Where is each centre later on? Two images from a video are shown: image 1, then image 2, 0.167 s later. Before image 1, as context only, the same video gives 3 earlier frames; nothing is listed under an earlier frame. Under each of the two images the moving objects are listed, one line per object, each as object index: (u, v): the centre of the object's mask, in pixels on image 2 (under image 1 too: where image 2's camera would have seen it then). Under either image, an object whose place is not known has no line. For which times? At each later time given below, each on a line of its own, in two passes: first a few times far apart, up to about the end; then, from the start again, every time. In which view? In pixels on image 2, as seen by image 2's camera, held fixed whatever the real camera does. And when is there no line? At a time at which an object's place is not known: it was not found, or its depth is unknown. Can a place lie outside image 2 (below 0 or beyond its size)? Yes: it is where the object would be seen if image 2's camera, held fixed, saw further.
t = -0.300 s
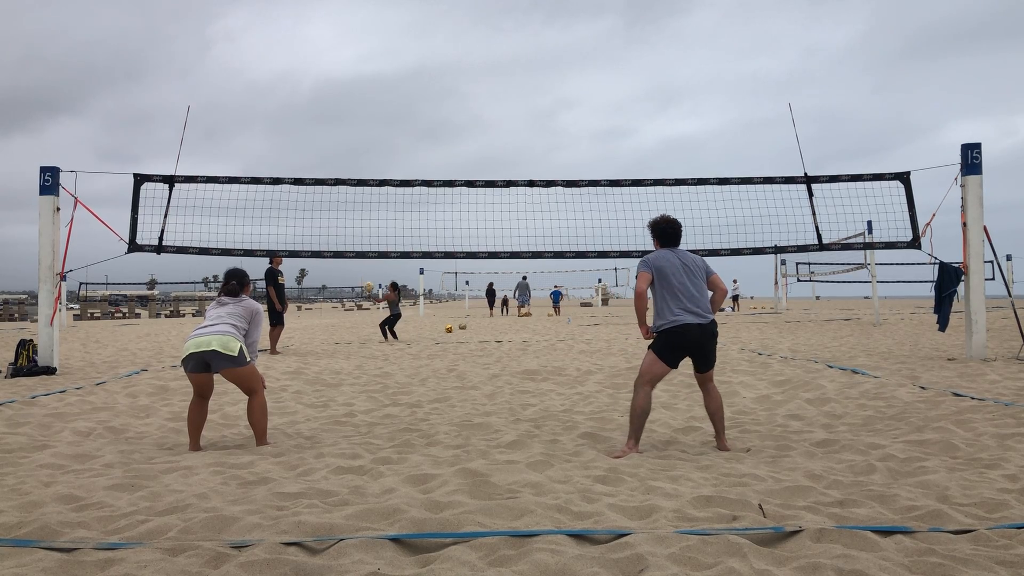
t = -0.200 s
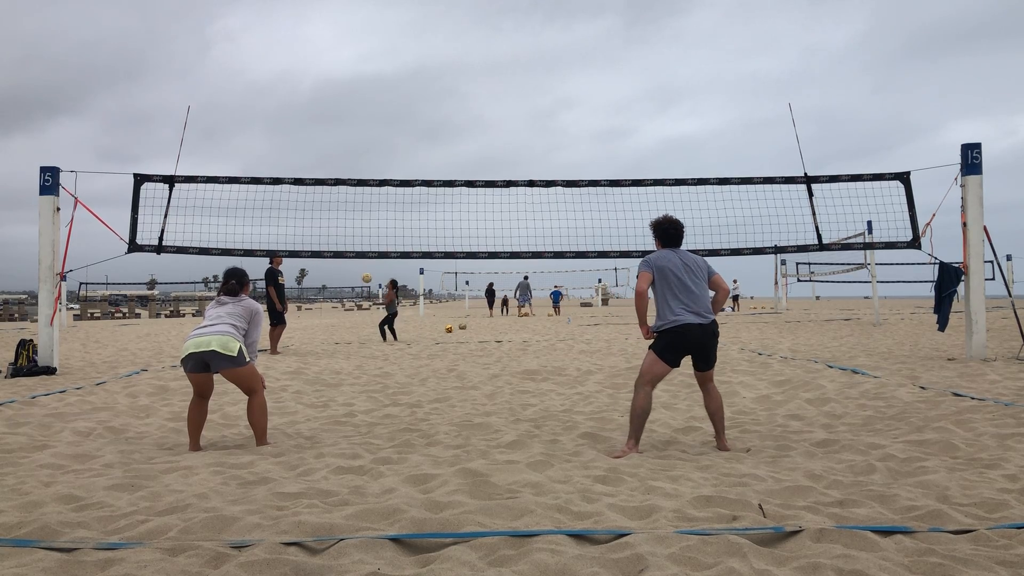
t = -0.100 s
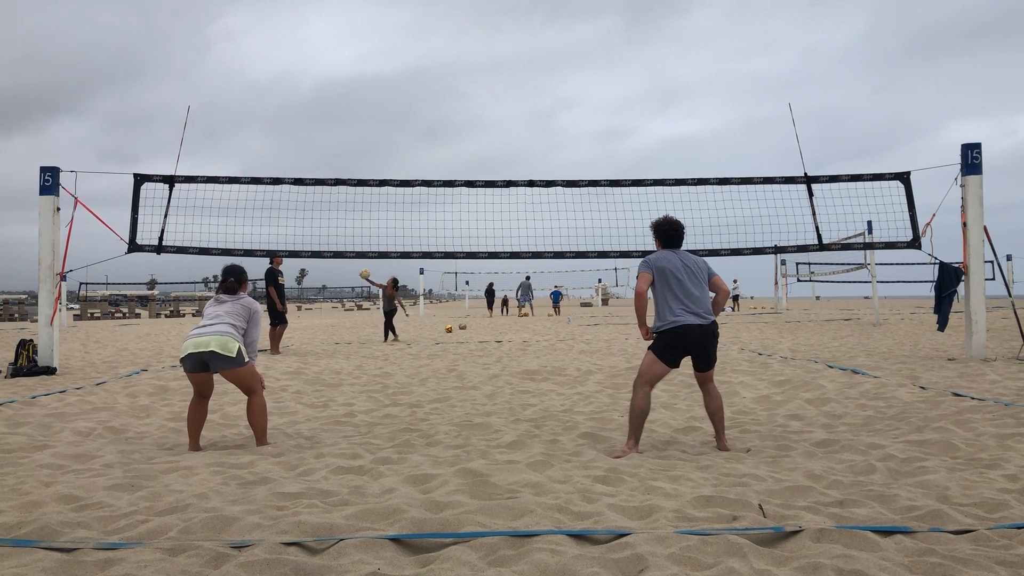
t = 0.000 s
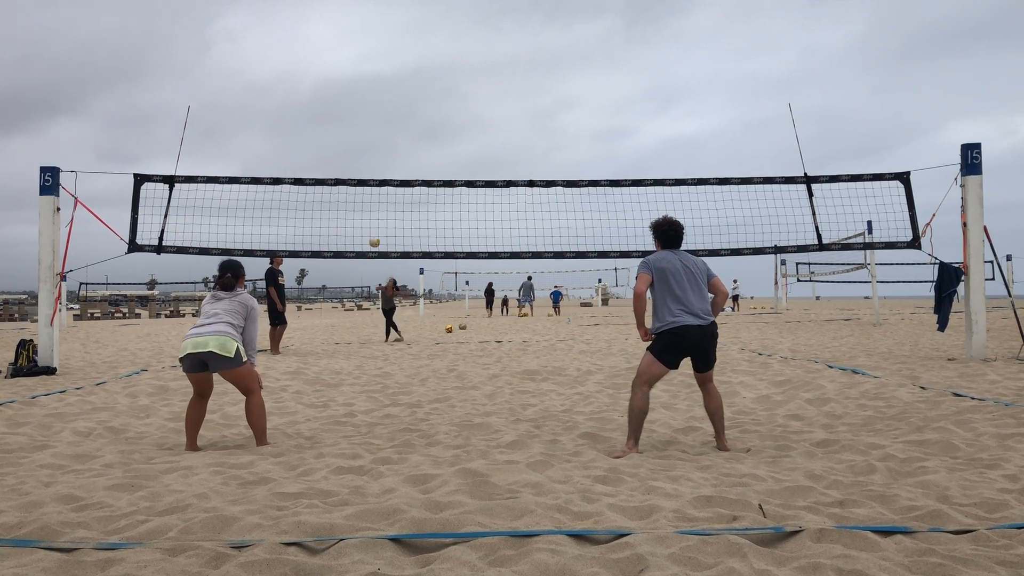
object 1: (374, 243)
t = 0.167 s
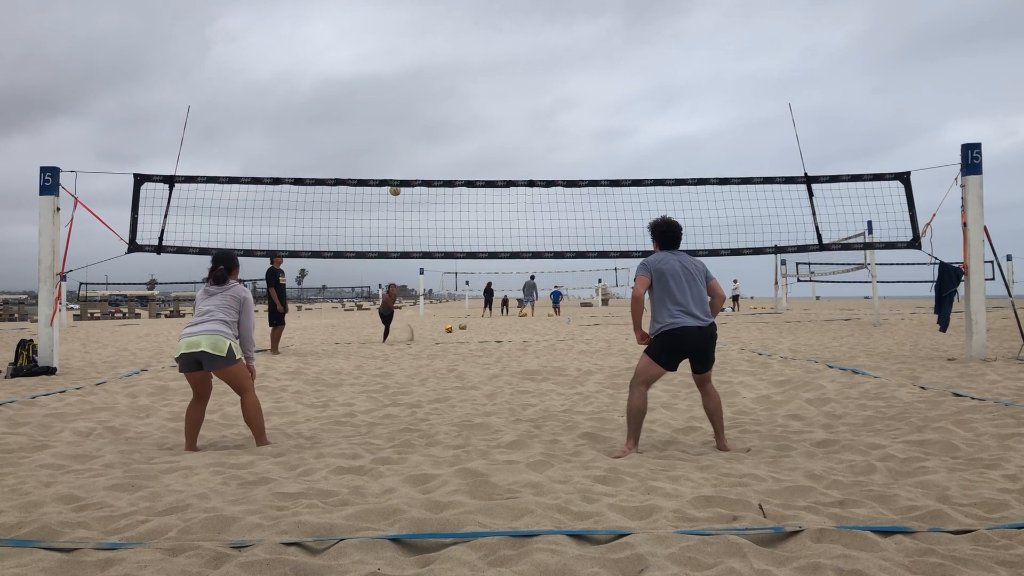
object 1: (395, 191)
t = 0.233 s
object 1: (404, 171)
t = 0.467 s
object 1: (443, 113)
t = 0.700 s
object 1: (491, 74)
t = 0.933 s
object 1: (555, 61)
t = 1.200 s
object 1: (656, 100)
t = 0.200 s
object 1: (399, 177)
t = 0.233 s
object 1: (404, 171)
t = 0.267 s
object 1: (409, 162)
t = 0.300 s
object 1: (414, 153)
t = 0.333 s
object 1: (419, 144)
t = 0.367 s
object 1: (425, 136)
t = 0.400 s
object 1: (431, 128)
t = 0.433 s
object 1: (437, 121)
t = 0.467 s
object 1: (443, 113)
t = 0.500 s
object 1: (449, 106)
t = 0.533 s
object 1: (455, 100)
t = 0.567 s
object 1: (462, 94)
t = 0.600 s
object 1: (469, 88)
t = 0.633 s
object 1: (476, 83)
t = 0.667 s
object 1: (484, 78)
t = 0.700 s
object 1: (491, 74)
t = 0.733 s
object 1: (500, 70)
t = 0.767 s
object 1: (508, 67)
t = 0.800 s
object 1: (517, 64)
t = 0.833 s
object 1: (526, 62)
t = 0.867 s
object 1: (535, 61)
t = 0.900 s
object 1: (545, 61)
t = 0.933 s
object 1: (555, 61)
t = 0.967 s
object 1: (566, 62)
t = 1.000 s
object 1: (577, 64)
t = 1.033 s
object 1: (588, 68)
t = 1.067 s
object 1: (601, 71)
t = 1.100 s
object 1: (613, 77)
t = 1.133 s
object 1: (627, 83)
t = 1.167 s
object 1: (641, 91)
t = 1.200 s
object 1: (656, 100)
